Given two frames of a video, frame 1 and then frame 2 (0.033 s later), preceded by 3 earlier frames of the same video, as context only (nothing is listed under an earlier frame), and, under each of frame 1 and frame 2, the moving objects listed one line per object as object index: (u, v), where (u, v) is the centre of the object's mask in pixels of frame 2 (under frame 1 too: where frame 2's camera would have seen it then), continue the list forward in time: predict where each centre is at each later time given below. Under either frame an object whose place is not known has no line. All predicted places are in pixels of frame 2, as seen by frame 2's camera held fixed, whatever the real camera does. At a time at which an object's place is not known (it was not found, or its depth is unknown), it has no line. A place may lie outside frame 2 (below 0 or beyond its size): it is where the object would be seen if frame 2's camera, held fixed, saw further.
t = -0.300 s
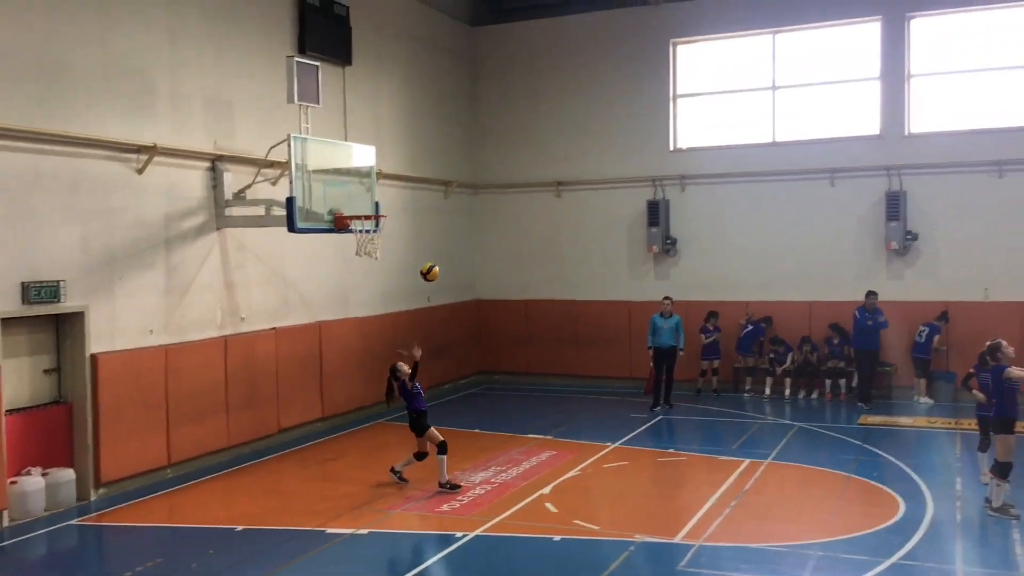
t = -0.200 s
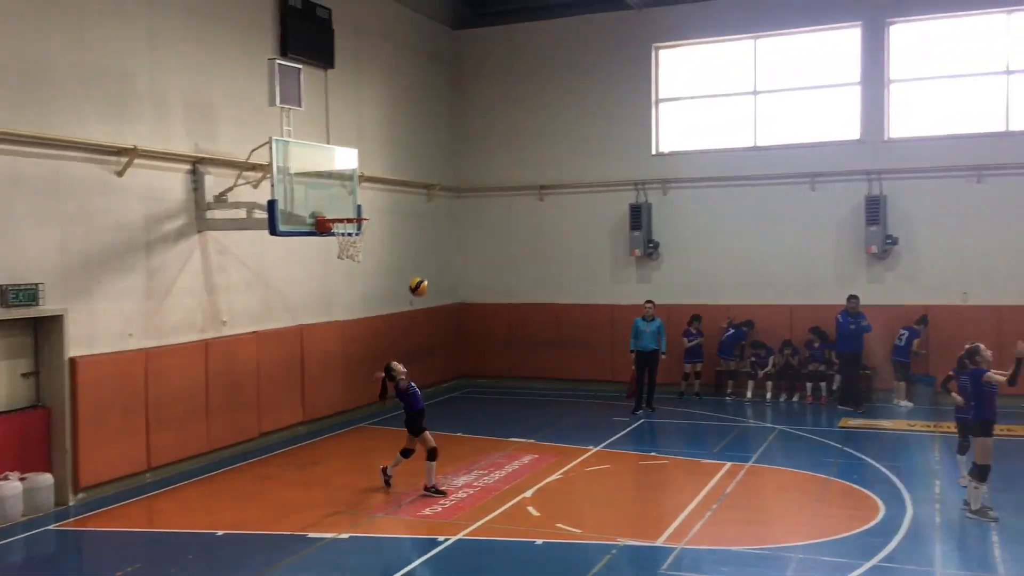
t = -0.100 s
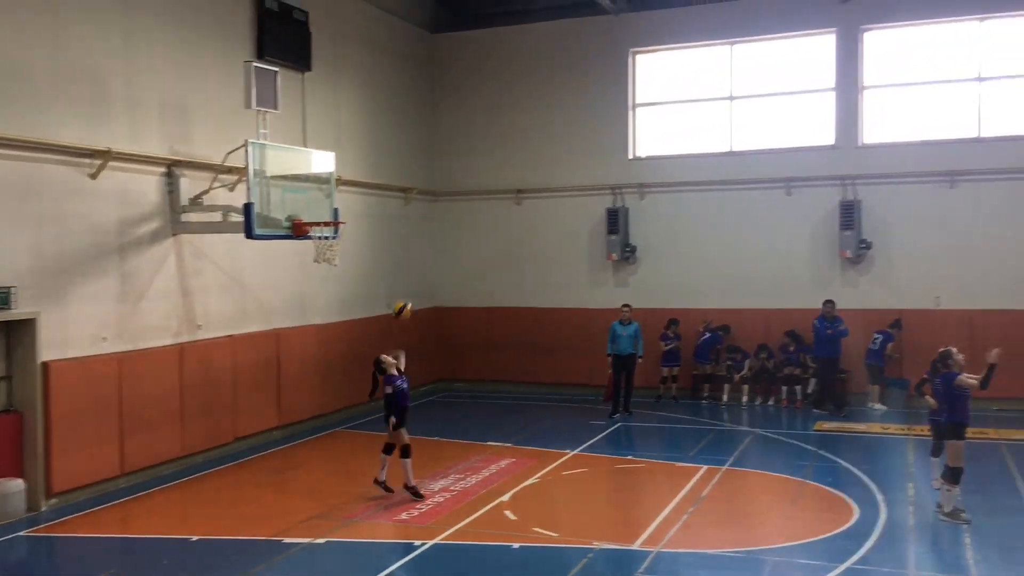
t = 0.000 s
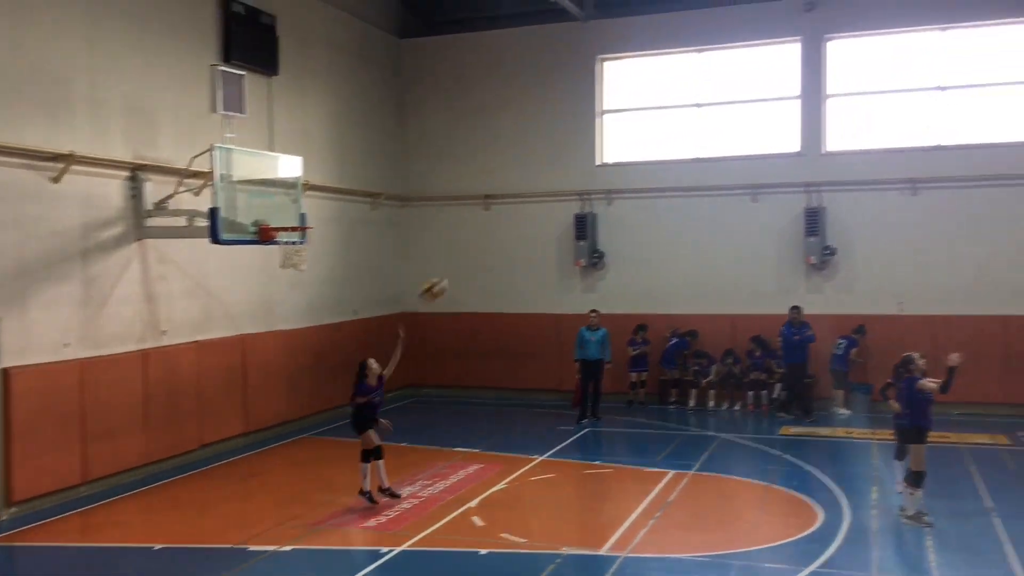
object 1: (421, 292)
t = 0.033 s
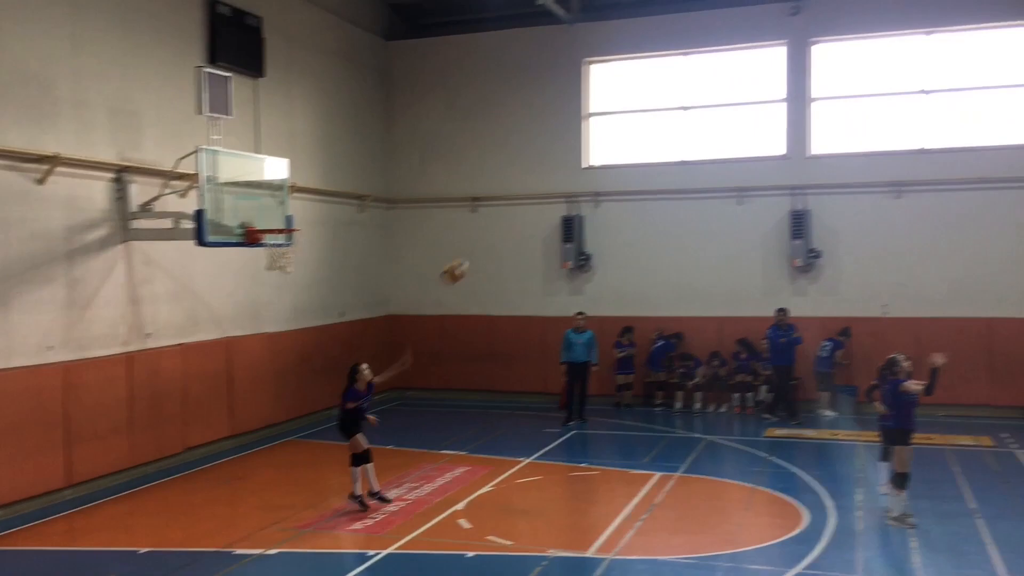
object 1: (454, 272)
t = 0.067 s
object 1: (490, 251)
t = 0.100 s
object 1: (526, 232)
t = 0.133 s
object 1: (563, 215)
